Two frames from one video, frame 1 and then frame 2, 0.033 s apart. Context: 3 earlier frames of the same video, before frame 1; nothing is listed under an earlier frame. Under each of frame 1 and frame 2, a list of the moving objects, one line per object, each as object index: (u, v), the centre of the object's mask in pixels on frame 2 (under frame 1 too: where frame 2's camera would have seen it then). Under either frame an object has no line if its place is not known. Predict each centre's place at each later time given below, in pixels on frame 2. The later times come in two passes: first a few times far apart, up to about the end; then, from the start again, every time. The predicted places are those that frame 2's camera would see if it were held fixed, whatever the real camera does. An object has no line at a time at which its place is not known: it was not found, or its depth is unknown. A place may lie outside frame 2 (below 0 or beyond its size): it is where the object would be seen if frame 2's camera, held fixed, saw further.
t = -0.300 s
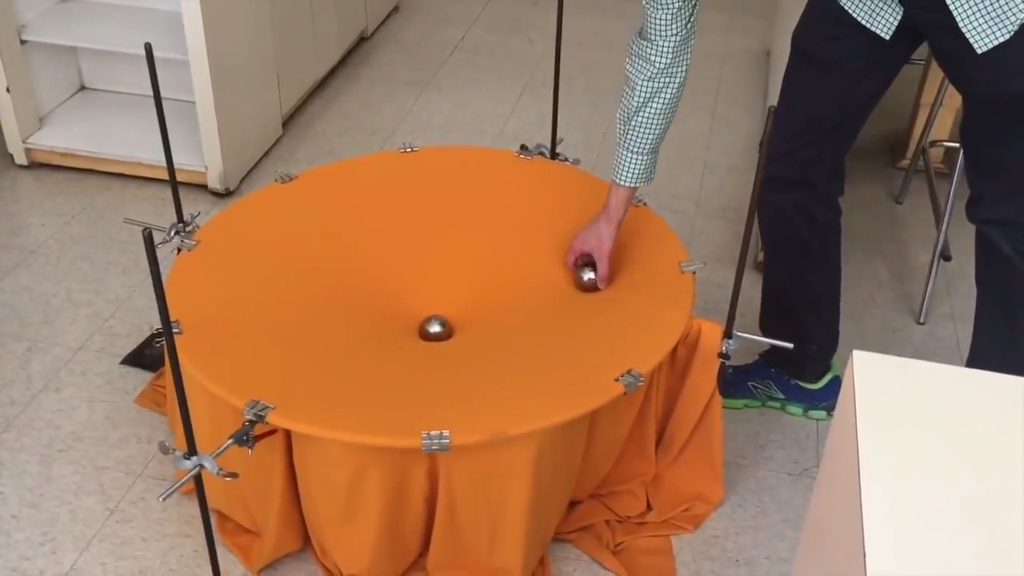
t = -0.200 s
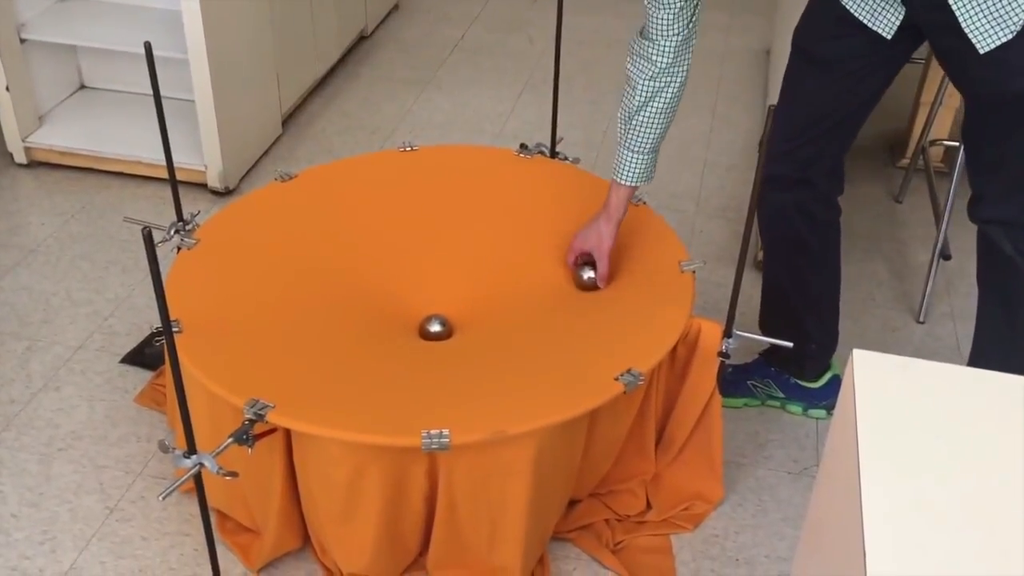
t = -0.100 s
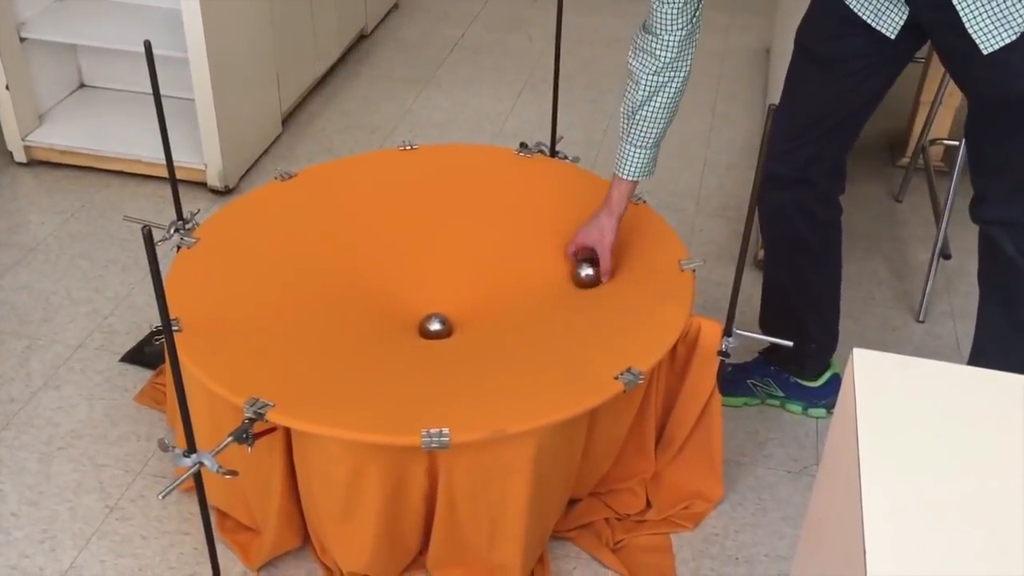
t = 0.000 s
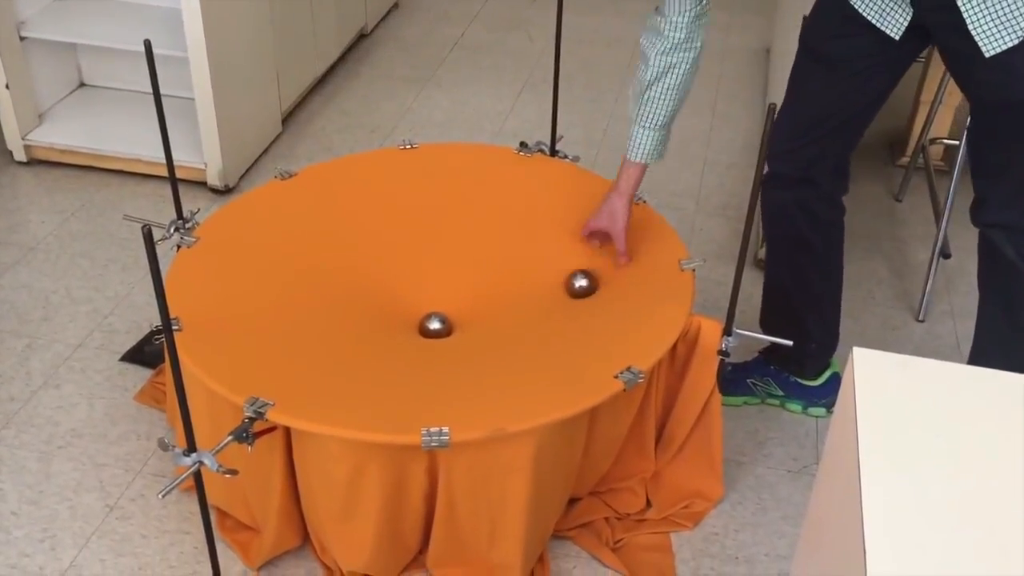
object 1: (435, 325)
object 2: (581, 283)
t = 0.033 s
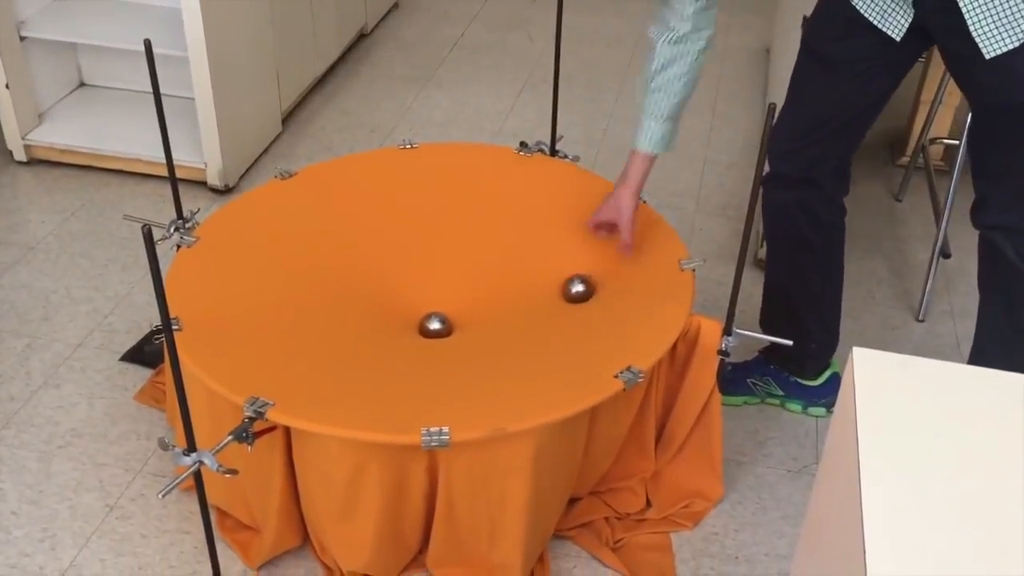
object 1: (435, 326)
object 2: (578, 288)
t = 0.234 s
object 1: (439, 333)
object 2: (543, 305)
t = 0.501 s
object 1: (434, 339)
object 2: (475, 333)
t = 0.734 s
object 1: (417, 354)
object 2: (445, 347)
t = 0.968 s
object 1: (422, 345)
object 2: (449, 337)
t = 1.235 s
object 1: (422, 353)
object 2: (448, 344)
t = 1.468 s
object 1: (423, 349)
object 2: (449, 340)
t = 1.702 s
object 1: (422, 351)
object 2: (448, 342)
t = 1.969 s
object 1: (422, 350)
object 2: (448, 341)
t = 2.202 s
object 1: (422, 351)
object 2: (448, 342)
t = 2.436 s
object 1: (422, 351)
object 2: (448, 342)
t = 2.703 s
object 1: (422, 351)
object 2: (448, 342)
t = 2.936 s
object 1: (422, 351)
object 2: (448, 342)
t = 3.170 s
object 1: (422, 351)
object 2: (448, 342)
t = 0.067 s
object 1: (435, 326)
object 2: (574, 293)
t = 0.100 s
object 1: (436, 327)
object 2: (569, 297)
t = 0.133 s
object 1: (437, 328)
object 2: (564, 301)
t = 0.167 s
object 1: (437, 330)
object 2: (557, 303)
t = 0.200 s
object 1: (438, 331)
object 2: (551, 304)
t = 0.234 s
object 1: (439, 333)
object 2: (543, 305)
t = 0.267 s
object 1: (440, 334)
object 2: (535, 306)
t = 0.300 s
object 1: (440, 335)
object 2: (527, 308)
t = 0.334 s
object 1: (441, 335)
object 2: (517, 311)
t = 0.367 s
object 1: (442, 334)
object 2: (508, 314)
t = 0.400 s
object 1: (443, 334)
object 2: (498, 318)
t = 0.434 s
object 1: (444, 334)
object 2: (487, 324)
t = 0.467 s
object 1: (444, 335)
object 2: (476, 330)
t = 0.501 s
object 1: (434, 339)
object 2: (475, 333)
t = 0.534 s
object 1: (428, 343)
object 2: (470, 336)
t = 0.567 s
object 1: (425, 347)
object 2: (462, 340)
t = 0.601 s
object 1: (422, 351)
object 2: (453, 344)
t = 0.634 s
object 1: (419, 353)
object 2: (451, 345)
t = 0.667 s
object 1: (418, 355)
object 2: (448, 346)
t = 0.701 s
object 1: (417, 355)
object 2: (447, 346)
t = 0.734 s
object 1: (417, 354)
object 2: (445, 347)
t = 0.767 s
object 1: (417, 352)
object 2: (445, 346)
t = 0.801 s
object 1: (417, 351)
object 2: (445, 344)
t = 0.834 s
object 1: (418, 349)
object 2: (446, 342)
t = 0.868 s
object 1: (419, 348)
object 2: (447, 340)
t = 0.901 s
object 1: (420, 347)
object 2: (447, 338)
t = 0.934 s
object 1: (421, 346)
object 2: (448, 337)
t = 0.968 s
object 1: (422, 345)
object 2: (449, 337)
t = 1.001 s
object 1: (422, 346)
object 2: (449, 337)
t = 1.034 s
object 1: (422, 346)
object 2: (449, 338)
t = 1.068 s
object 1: (423, 347)
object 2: (449, 339)
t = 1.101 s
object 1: (423, 349)
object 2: (449, 340)
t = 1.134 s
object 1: (422, 350)
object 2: (448, 342)
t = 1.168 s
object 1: (422, 352)
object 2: (449, 343)
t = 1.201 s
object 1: (422, 352)
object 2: (448, 344)
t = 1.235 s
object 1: (422, 353)
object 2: (448, 344)
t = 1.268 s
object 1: (422, 353)
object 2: (448, 344)
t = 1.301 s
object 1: (422, 352)
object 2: (448, 343)
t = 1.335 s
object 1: (422, 351)
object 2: (448, 343)
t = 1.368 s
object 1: (422, 351)
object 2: (448, 342)
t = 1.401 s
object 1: (422, 350)
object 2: (449, 341)
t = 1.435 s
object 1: (423, 349)
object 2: (449, 341)
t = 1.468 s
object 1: (423, 349)
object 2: (449, 340)
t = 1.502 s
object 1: (423, 349)
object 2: (449, 340)
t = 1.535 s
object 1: (422, 349)
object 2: (449, 340)
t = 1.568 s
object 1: (422, 350)
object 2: (449, 341)
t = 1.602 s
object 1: (422, 350)
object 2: (449, 341)
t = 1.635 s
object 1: (422, 350)
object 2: (448, 342)
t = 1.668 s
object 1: (422, 351)
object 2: (448, 342)
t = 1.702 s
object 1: (422, 351)
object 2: (448, 342)
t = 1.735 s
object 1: (422, 351)
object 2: (448, 342)
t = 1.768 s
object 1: (422, 351)
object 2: (448, 342)
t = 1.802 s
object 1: (422, 351)
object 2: (448, 342)
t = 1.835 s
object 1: (422, 350)
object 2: (448, 342)
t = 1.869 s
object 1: (422, 350)
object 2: (448, 341)
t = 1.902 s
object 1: (422, 350)
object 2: (448, 341)
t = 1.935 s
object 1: (422, 350)
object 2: (448, 341)
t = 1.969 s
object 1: (422, 350)
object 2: (448, 341)
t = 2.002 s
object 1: (422, 350)
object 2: (448, 341)
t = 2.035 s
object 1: (422, 351)
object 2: (448, 342)
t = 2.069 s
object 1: (422, 351)
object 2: (448, 342)
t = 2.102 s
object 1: (422, 351)
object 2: (448, 342)
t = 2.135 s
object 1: (422, 351)
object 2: (448, 342)
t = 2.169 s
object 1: (422, 351)
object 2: (448, 342)
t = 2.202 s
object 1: (422, 351)
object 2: (448, 342)
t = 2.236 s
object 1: (422, 351)
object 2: (448, 342)
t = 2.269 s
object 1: (422, 351)
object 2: (448, 342)
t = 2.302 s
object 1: (422, 351)
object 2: (448, 342)
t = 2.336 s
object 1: (422, 350)
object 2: (448, 342)
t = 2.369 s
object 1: (422, 351)
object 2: (448, 342)
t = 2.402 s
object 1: (422, 351)
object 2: (448, 342)
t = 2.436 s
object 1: (422, 351)
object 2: (448, 342)
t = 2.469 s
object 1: (422, 351)
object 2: (448, 342)
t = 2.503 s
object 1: (422, 351)
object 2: (448, 342)
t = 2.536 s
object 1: (422, 351)
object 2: (448, 342)
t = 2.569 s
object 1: (422, 351)
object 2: (448, 342)
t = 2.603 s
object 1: (422, 351)
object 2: (448, 342)
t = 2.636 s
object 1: (422, 350)
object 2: (448, 342)
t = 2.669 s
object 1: (422, 350)
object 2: (448, 342)
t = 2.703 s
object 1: (422, 351)
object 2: (448, 342)
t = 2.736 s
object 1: (422, 351)
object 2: (448, 342)
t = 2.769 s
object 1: (422, 351)
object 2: (448, 342)
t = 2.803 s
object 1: (422, 351)
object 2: (448, 342)
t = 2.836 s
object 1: (422, 351)
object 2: (449, 342)
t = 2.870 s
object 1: (422, 351)
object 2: (448, 342)
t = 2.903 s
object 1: (422, 351)
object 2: (448, 342)
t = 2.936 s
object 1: (422, 351)
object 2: (448, 342)
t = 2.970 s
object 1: (422, 351)
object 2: (448, 342)
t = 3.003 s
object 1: (422, 351)
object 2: (448, 342)
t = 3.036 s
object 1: (422, 351)
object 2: (448, 342)
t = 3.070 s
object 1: (422, 351)
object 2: (448, 342)
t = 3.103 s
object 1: (422, 351)
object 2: (448, 342)
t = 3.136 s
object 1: (422, 351)
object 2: (448, 342)
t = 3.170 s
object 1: (422, 351)
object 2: (448, 342)
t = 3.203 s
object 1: (422, 351)
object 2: (448, 342)
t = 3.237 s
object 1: (422, 351)
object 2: (448, 342)
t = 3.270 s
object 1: (422, 351)
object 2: (448, 342)
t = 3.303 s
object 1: (422, 351)
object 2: (448, 342)
